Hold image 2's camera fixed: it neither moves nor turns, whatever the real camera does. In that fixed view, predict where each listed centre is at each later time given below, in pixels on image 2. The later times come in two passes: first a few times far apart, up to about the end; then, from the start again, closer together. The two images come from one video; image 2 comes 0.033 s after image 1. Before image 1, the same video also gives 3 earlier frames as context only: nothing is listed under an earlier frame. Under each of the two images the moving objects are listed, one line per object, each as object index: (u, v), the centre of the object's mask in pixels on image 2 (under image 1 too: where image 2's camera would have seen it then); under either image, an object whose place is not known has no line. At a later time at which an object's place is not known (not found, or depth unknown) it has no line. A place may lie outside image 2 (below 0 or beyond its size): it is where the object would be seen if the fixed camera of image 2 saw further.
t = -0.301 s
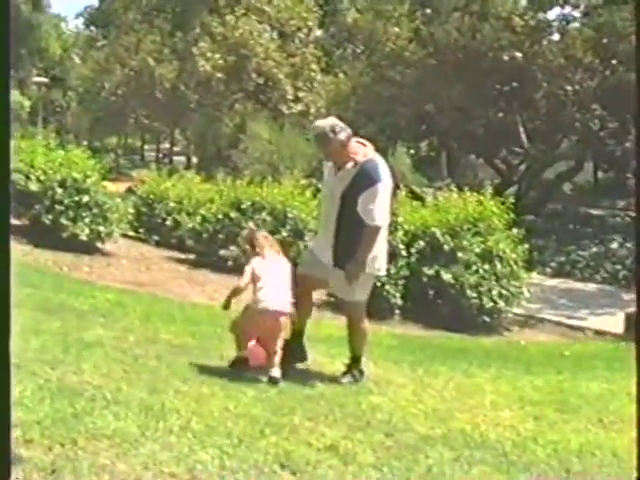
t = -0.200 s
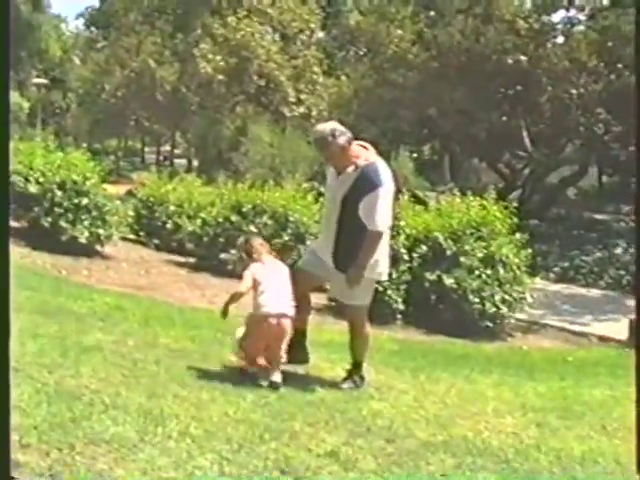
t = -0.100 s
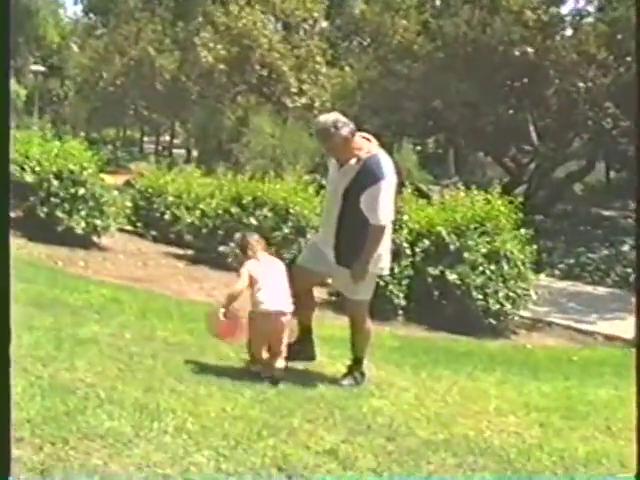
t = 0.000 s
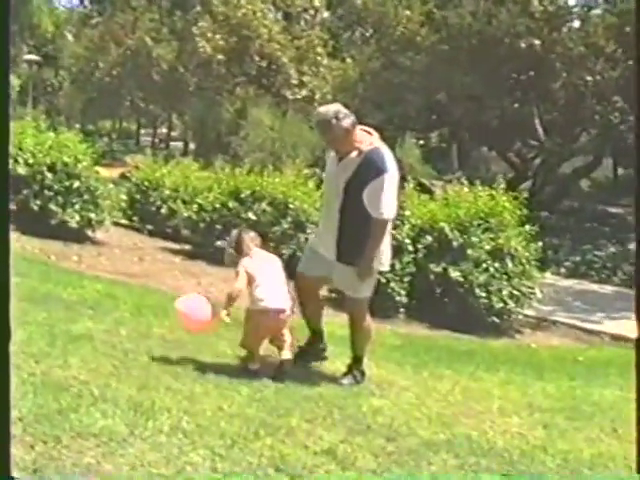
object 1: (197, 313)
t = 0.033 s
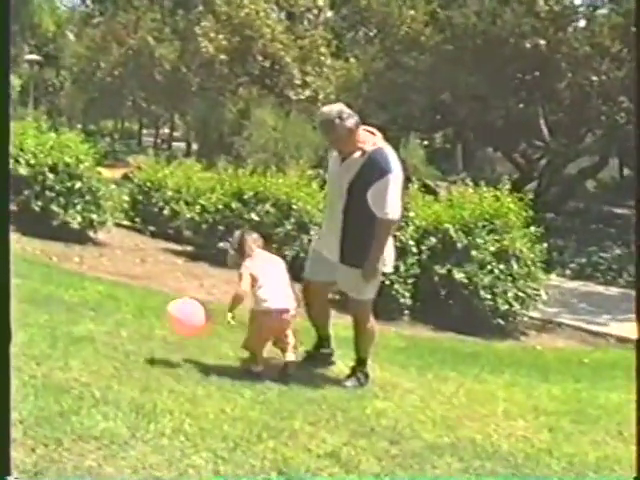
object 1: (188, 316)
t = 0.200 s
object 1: (140, 349)
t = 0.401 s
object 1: (123, 343)
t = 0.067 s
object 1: (178, 321)
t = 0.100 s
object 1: (167, 327)
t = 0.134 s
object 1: (157, 335)
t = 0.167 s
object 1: (146, 348)
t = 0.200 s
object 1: (140, 349)
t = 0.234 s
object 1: (137, 345)
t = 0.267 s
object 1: (134, 342)
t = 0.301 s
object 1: (131, 339)
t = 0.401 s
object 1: (123, 343)
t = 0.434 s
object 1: (121, 347)
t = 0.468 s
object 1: (118, 347)
